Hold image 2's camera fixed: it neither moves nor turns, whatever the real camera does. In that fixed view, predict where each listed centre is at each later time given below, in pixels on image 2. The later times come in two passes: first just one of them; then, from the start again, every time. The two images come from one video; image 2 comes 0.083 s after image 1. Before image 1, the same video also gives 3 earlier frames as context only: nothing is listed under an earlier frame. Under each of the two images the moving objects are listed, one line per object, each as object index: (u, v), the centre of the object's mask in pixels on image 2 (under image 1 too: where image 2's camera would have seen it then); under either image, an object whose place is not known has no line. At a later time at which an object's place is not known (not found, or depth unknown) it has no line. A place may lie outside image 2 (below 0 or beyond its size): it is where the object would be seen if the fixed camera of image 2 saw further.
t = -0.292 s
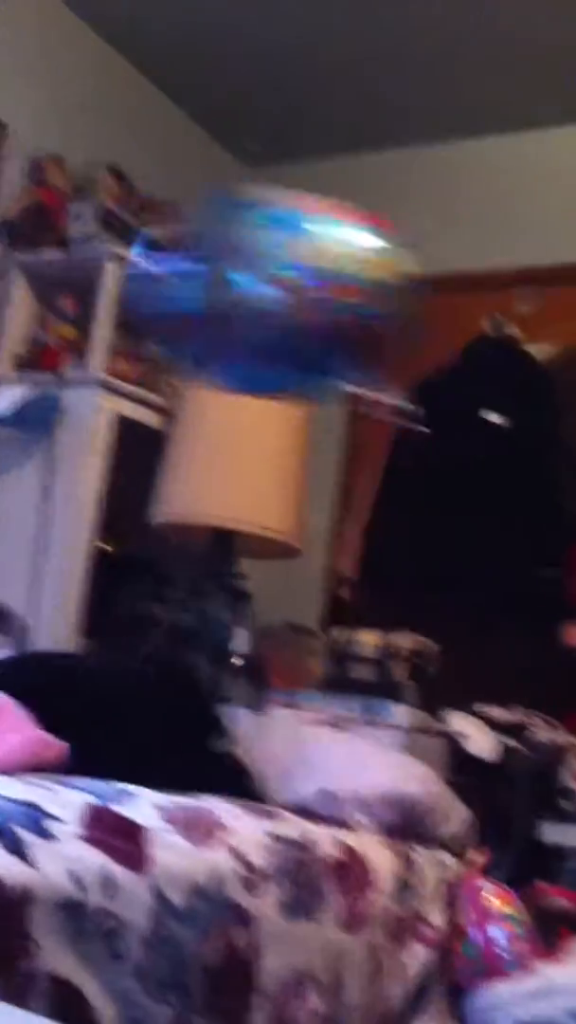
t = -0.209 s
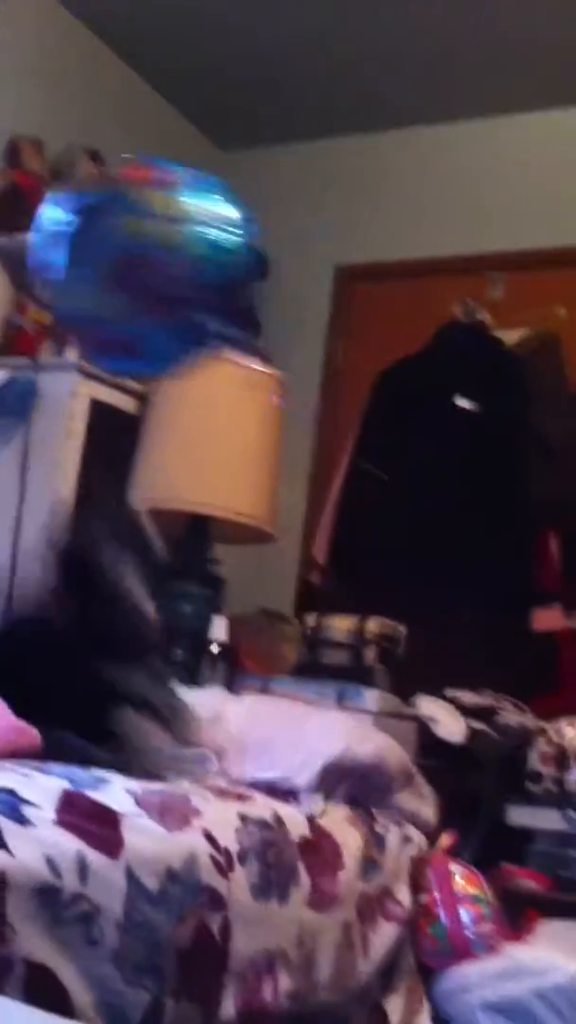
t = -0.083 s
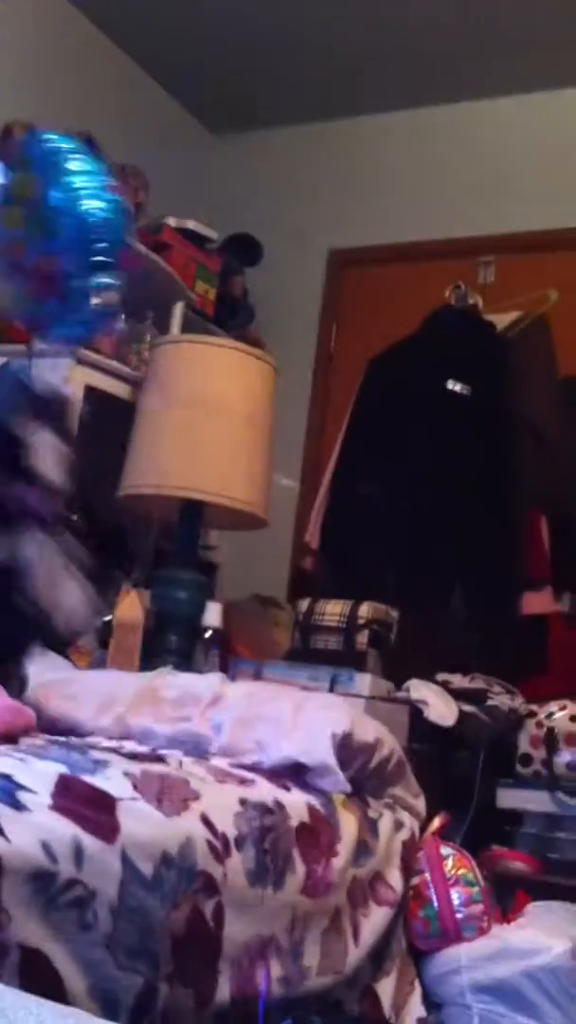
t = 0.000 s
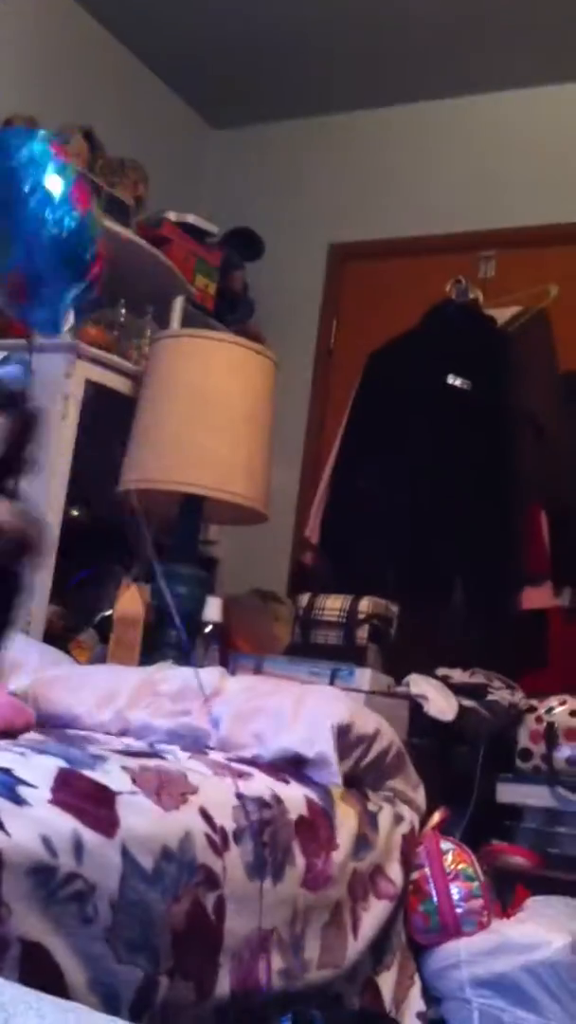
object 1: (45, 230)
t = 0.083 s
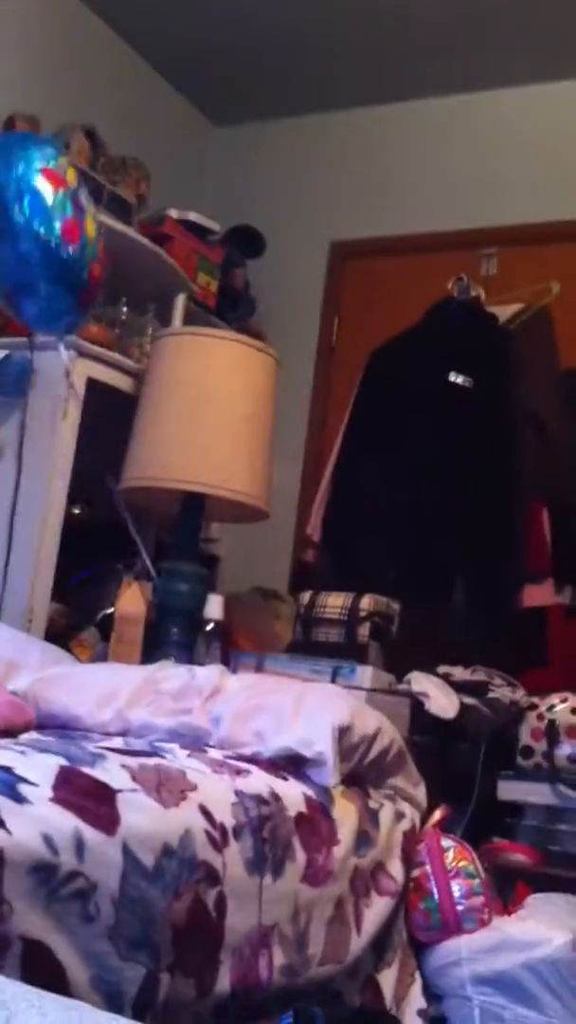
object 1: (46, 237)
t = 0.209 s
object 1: (52, 250)
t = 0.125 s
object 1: (48, 243)
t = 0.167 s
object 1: (50, 247)
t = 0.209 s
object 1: (52, 250)
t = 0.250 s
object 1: (49, 250)
